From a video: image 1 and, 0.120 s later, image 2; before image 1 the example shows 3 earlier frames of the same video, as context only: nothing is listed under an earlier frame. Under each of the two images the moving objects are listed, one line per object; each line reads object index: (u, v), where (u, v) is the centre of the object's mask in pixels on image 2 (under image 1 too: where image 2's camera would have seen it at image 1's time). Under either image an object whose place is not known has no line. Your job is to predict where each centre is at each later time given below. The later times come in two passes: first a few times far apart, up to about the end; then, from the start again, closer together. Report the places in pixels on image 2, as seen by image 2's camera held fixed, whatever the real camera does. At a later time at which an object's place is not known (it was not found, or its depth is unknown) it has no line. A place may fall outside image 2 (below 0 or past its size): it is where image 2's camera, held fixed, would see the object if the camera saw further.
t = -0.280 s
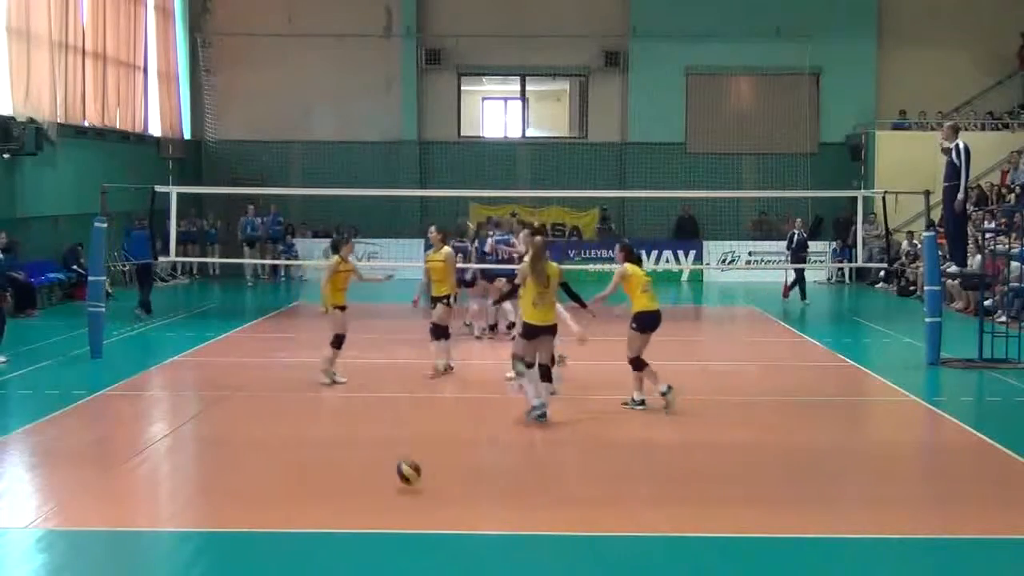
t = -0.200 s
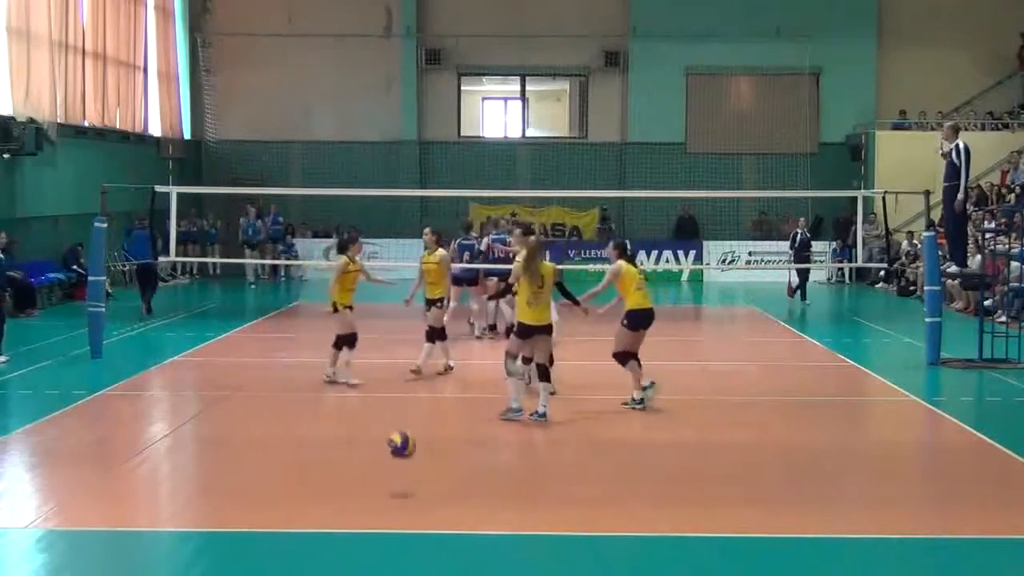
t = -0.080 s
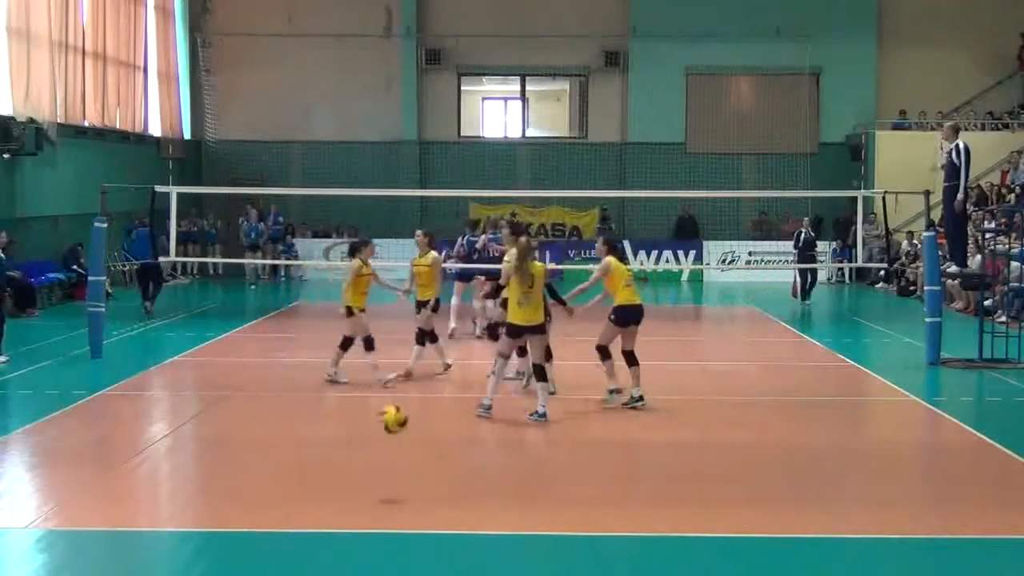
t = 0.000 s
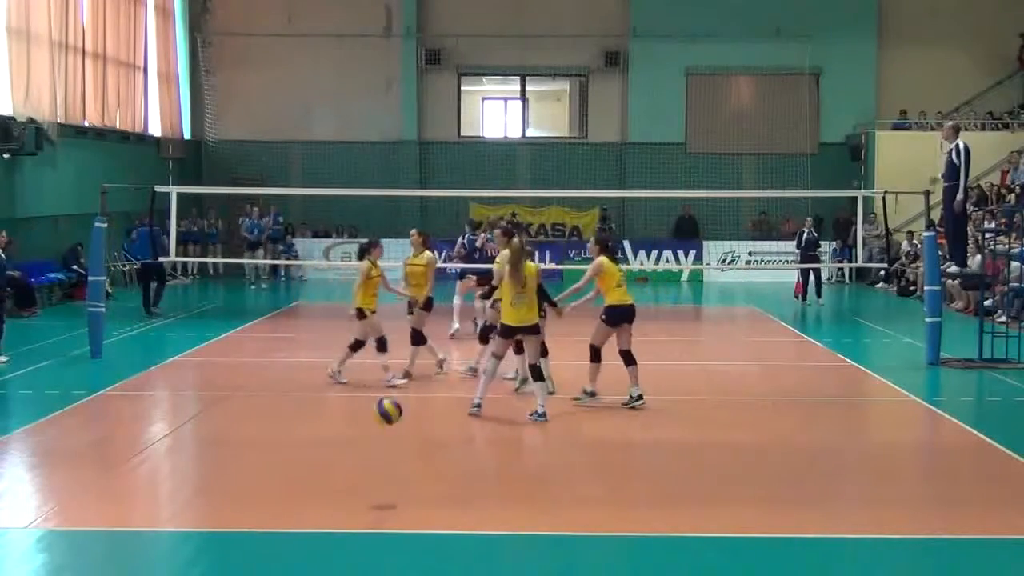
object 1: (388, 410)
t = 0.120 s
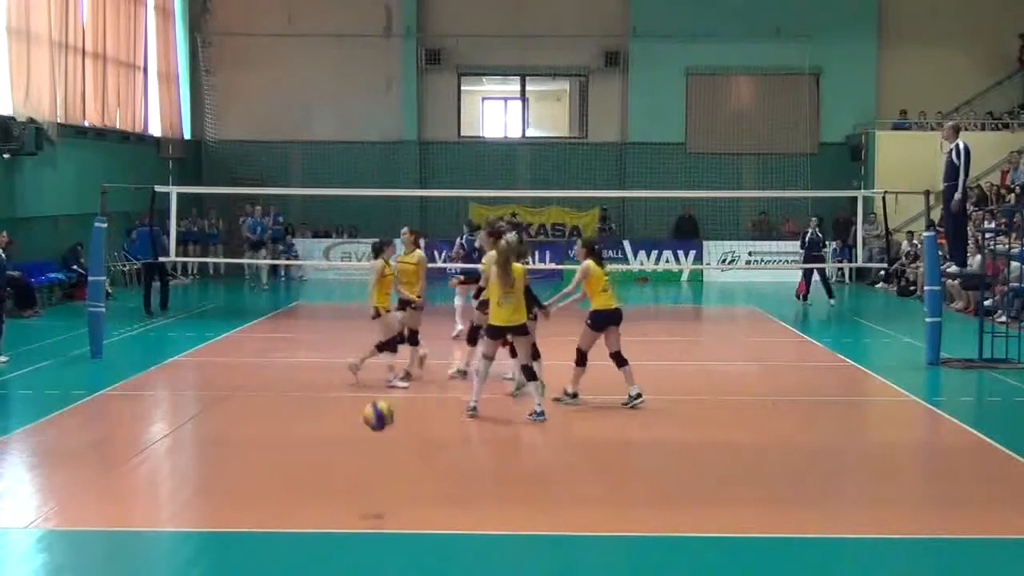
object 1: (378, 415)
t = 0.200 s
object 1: (372, 429)
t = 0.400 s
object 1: (356, 510)
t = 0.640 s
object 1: (332, 482)
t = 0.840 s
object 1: (310, 493)
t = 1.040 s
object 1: (287, 566)
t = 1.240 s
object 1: (260, 552)
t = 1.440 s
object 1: (231, 564)
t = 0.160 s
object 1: (375, 420)
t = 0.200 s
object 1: (372, 429)
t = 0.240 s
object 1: (368, 442)
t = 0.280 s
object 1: (366, 453)
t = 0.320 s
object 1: (362, 471)
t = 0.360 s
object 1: (358, 489)
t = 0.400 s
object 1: (356, 510)
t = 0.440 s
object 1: (353, 532)
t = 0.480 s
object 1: (349, 517)
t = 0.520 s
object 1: (345, 505)
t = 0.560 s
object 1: (340, 495)
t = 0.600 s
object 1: (336, 488)
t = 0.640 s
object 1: (332, 482)
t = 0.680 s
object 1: (327, 479)
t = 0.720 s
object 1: (324, 478)
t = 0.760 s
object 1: (321, 480)
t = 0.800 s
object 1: (316, 486)
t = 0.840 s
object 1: (310, 493)
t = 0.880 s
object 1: (307, 503)
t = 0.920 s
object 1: (302, 516)
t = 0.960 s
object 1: (297, 533)
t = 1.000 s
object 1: (292, 550)
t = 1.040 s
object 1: (287, 566)
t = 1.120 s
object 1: (277, 566)
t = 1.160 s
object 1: (272, 562)
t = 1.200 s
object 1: (266, 556)
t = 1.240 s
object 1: (260, 552)
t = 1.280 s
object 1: (254, 550)
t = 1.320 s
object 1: (249, 550)
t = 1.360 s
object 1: (242, 553)
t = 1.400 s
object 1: (236, 559)
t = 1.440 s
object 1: (231, 564)
